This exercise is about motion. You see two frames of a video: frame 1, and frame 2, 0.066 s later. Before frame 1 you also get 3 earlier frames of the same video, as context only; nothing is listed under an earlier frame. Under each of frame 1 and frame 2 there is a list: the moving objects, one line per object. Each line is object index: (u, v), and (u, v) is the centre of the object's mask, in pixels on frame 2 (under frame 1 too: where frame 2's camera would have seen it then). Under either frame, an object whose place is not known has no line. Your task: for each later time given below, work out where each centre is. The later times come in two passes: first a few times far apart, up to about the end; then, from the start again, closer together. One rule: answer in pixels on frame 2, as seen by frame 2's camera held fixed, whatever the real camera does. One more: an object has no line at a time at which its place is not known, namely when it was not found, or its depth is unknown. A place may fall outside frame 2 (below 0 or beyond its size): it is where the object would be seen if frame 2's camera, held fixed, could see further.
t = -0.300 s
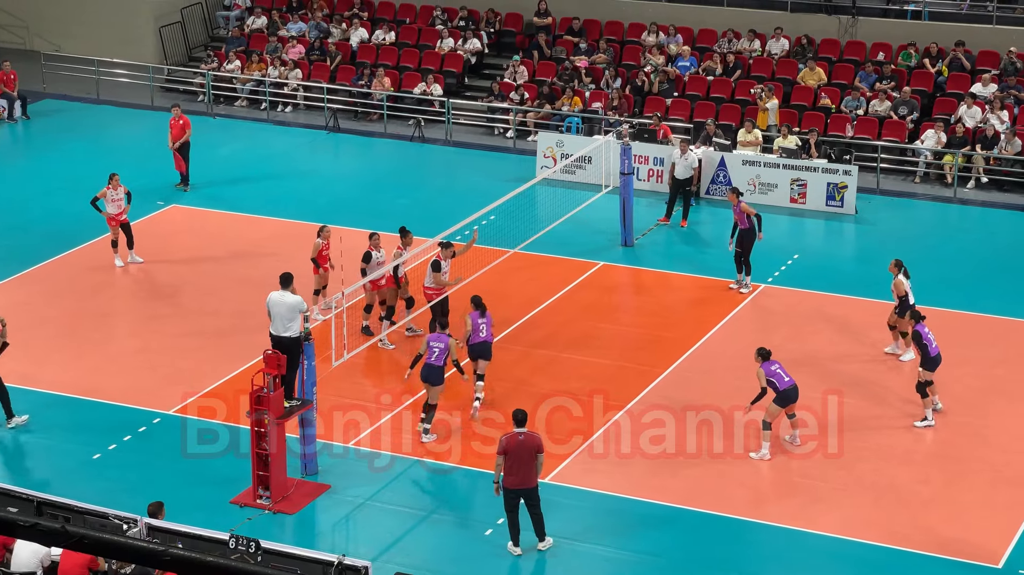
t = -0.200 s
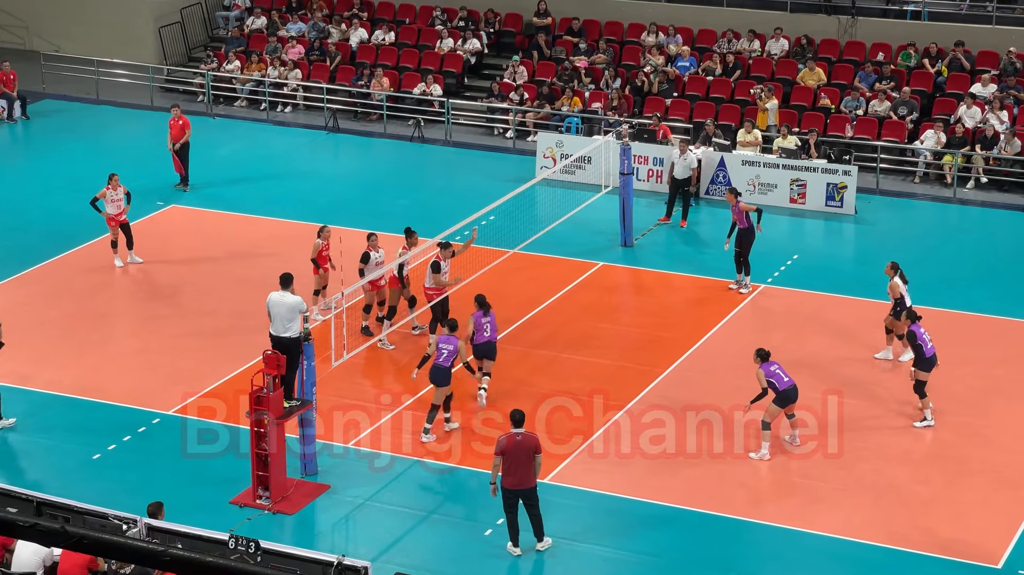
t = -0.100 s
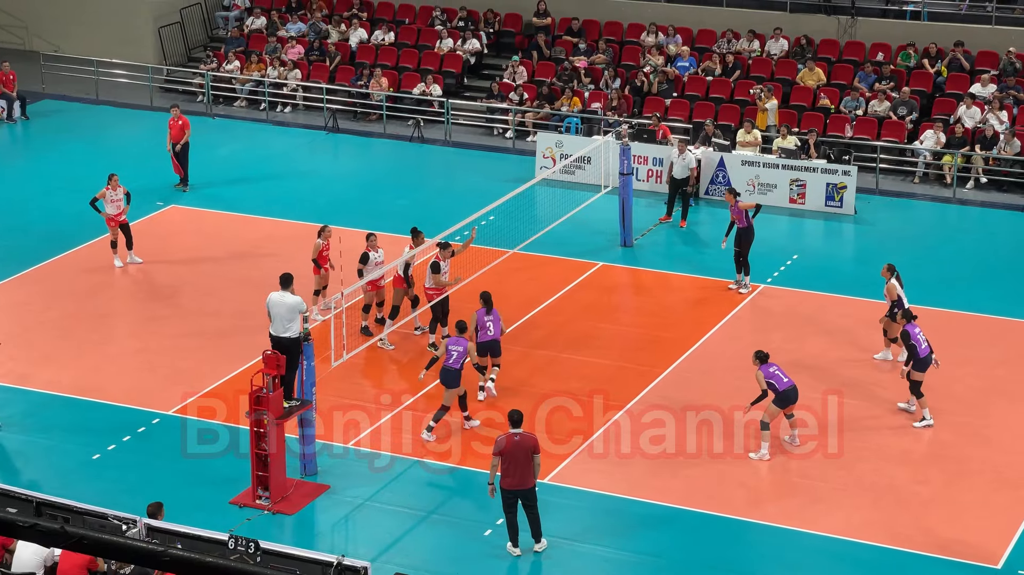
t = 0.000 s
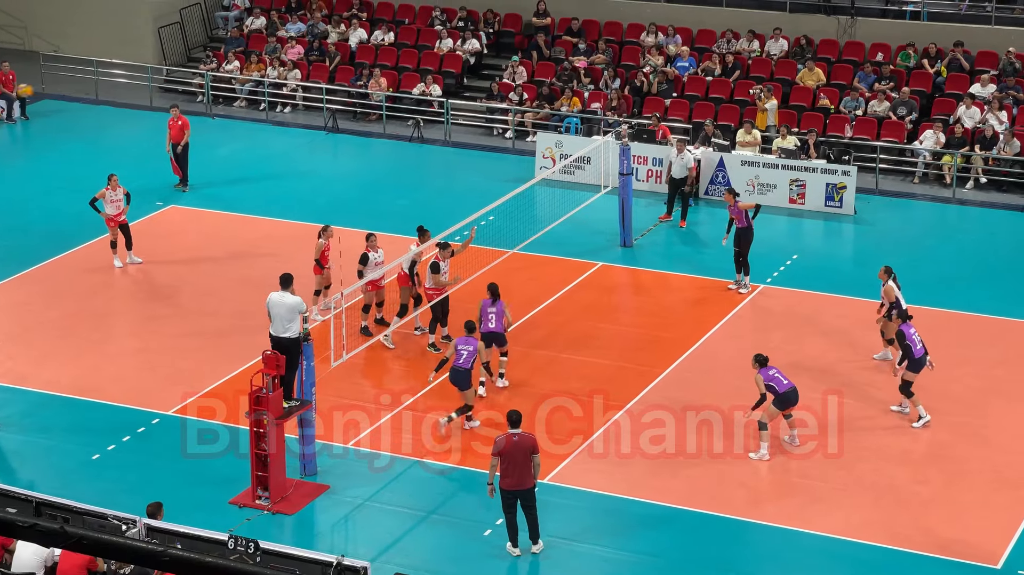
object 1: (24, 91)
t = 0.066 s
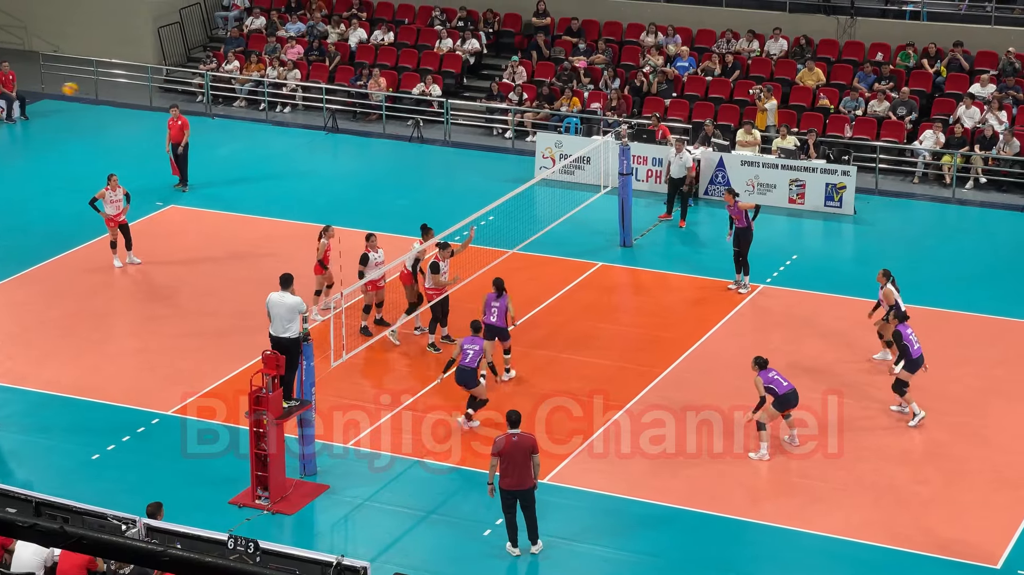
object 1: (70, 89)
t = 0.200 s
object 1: (161, 93)
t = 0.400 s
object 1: (303, 121)
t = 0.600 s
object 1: (448, 175)
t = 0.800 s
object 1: (596, 257)
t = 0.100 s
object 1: (92, 89)
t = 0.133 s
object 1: (115, 90)
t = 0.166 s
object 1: (138, 91)
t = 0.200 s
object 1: (161, 93)
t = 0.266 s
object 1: (209, 99)
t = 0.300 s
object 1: (231, 103)
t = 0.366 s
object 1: (279, 114)
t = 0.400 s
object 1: (303, 121)
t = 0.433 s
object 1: (327, 128)
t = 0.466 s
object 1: (351, 136)
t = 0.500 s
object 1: (376, 145)
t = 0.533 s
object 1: (400, 153)
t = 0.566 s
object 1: (424, 164)
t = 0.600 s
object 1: (448, 175)
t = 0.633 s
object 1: (472, 186)
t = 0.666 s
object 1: (496, 199)
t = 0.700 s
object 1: (521, 213)
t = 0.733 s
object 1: (546, 227)
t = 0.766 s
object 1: (571, 242)
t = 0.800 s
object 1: (596, 257)
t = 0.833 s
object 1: (621, 272)
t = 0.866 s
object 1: (646, 290)
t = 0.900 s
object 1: (672, 308)
